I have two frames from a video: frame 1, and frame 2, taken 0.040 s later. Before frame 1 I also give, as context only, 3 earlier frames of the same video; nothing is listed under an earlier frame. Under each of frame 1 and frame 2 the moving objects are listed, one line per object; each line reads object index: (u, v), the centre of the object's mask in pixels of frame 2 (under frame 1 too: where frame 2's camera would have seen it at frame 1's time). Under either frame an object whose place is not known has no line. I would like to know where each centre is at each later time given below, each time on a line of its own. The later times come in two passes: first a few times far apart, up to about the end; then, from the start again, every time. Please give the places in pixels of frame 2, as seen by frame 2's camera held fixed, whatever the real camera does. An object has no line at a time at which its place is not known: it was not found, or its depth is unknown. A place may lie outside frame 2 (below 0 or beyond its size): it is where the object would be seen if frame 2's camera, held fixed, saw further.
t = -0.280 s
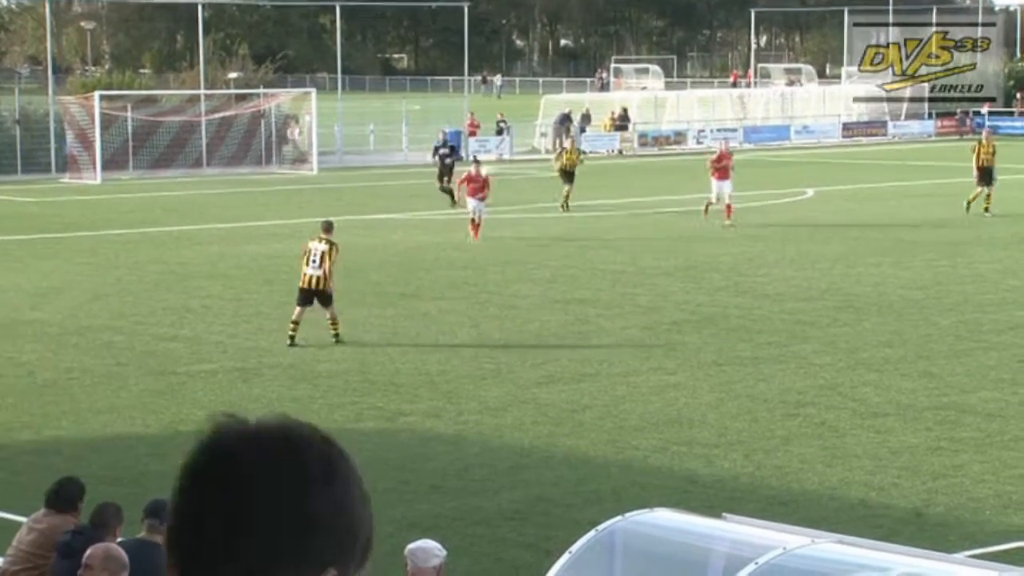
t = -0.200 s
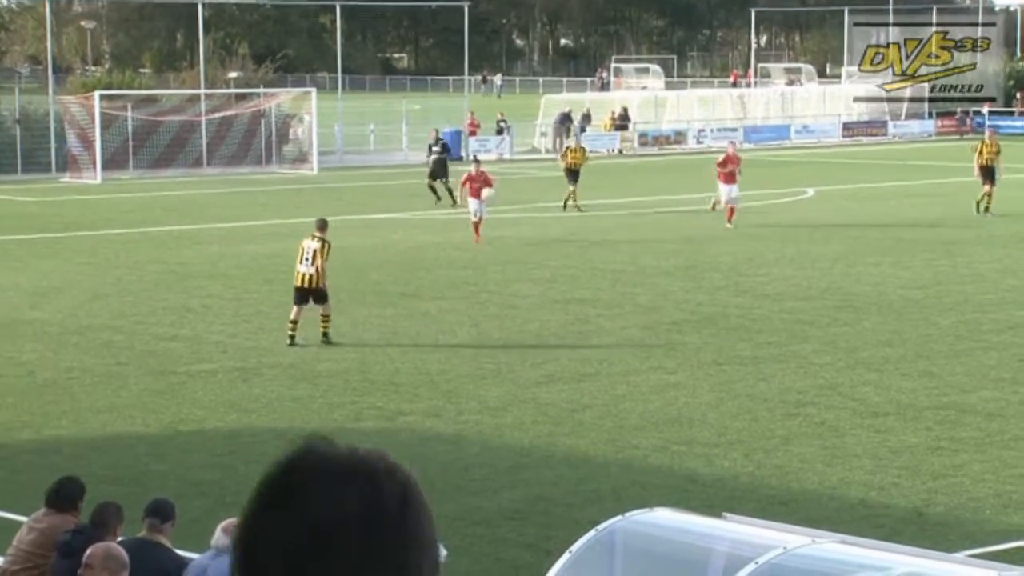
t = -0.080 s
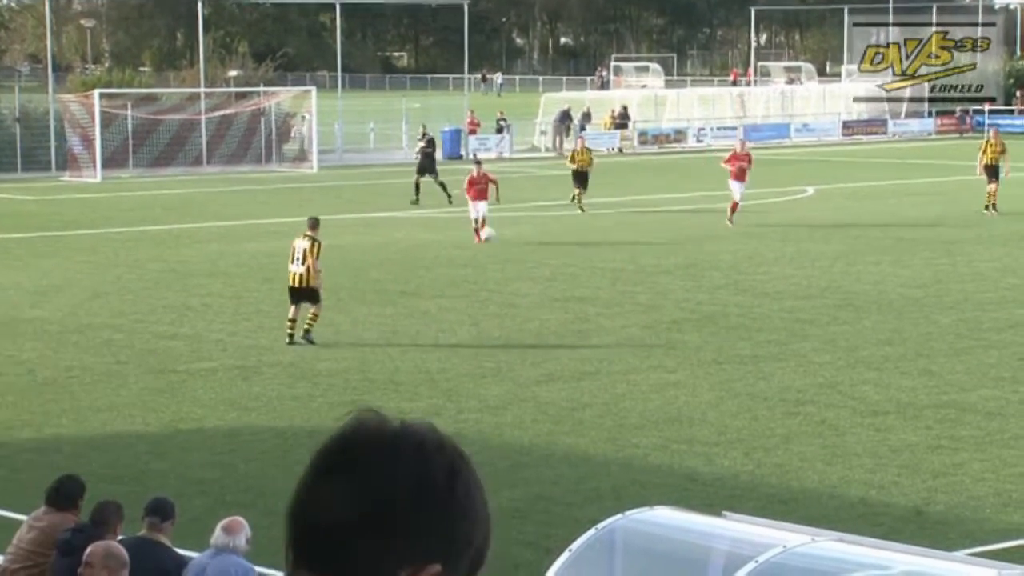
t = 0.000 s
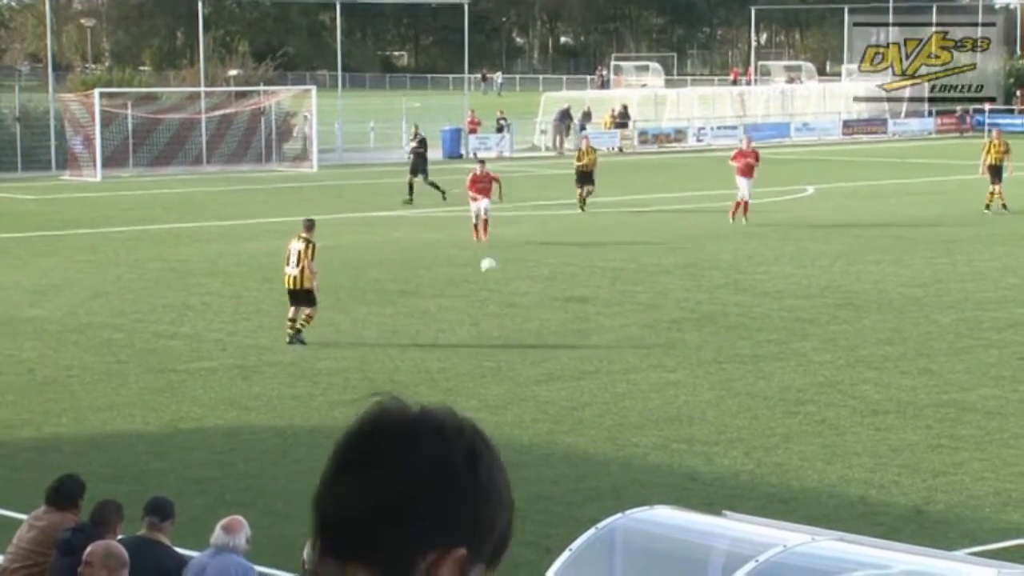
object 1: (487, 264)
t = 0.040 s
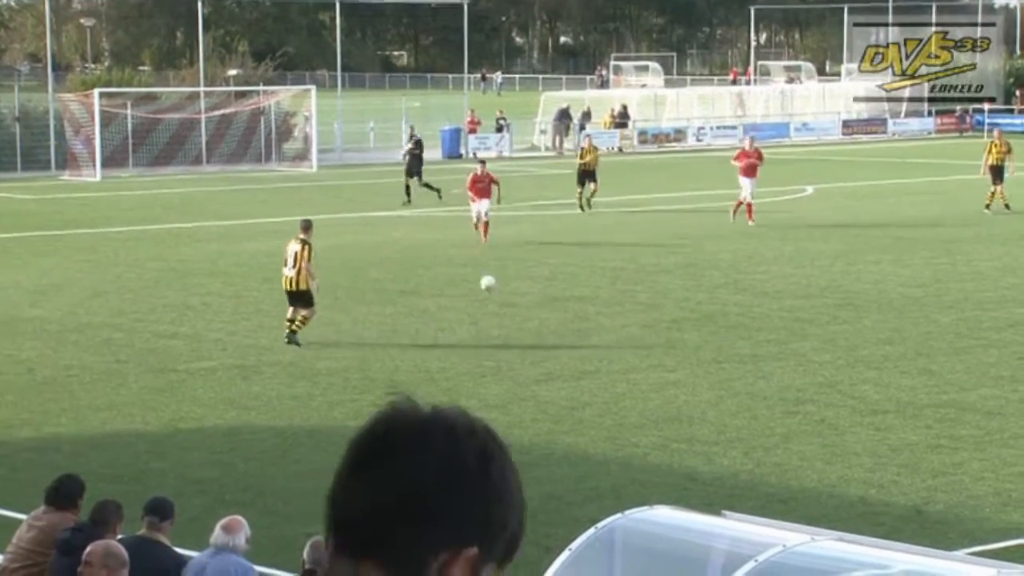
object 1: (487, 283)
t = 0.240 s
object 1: (480, 273)
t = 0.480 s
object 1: (467, 264)
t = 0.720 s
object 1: (454, 298)
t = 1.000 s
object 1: (436, 321)
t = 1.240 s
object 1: (418, 331)
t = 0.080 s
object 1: (487, 299)
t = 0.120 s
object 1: (486, 294)
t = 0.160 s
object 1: (484, 285)
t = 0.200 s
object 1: (482, 278)
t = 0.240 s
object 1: (480, 273)
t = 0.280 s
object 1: (478, 268)
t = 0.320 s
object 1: (476, 265)
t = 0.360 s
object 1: (473, 263)
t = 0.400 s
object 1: (471, 263)
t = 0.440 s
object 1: (469, 262)
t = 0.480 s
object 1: (467, 264)
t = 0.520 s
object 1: (465, 267)
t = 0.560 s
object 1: (463, 270)
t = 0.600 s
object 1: (460, 275)
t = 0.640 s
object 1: (458, 281)
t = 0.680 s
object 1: (456, 289)
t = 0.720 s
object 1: (454, 298)
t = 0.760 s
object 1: (452, 307)
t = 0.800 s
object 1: (449, 319)
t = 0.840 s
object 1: (447, 332)
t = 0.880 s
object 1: (445, 333)
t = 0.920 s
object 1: (442, 328)
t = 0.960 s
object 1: (439, 323)
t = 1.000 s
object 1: (436, 321)
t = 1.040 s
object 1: (433, 319)
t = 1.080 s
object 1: (430, 319)
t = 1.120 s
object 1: (426, 320)
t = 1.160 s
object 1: (424, 322)
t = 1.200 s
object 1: (421, 326)
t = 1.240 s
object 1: (418, 331)
